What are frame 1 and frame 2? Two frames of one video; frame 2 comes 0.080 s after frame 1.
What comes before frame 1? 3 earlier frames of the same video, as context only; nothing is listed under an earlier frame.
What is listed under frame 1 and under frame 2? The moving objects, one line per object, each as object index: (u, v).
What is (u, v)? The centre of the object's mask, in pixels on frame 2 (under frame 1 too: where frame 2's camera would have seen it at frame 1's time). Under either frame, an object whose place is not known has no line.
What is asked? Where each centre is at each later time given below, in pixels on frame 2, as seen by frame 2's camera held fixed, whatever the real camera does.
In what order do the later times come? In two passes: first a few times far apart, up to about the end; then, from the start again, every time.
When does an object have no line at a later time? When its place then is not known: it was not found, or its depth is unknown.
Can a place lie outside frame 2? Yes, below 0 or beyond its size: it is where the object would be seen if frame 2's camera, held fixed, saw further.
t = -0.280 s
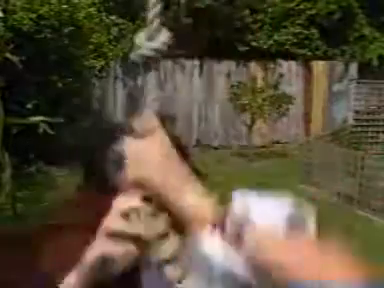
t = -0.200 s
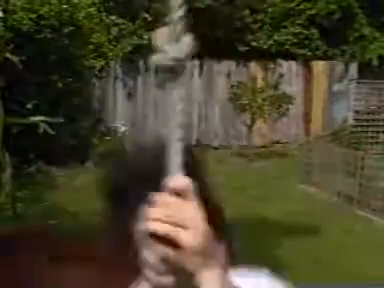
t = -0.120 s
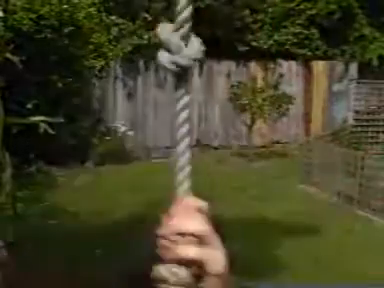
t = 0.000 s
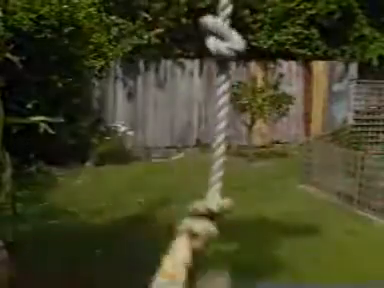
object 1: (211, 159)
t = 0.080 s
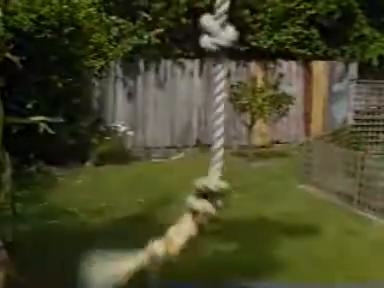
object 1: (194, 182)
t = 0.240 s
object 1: (199, 143)
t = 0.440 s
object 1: (206, 114)
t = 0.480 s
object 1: (208, 110)
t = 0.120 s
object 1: (197, 169)
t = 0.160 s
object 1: (201, 153)
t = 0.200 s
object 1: (195, 154)
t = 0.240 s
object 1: (199, 143)
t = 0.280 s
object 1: (199, 134)
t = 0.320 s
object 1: (199, 126)
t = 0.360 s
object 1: (201, 122)
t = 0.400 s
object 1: (202, 117)
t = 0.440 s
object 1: (206, 114)
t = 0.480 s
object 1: (208, 110)
